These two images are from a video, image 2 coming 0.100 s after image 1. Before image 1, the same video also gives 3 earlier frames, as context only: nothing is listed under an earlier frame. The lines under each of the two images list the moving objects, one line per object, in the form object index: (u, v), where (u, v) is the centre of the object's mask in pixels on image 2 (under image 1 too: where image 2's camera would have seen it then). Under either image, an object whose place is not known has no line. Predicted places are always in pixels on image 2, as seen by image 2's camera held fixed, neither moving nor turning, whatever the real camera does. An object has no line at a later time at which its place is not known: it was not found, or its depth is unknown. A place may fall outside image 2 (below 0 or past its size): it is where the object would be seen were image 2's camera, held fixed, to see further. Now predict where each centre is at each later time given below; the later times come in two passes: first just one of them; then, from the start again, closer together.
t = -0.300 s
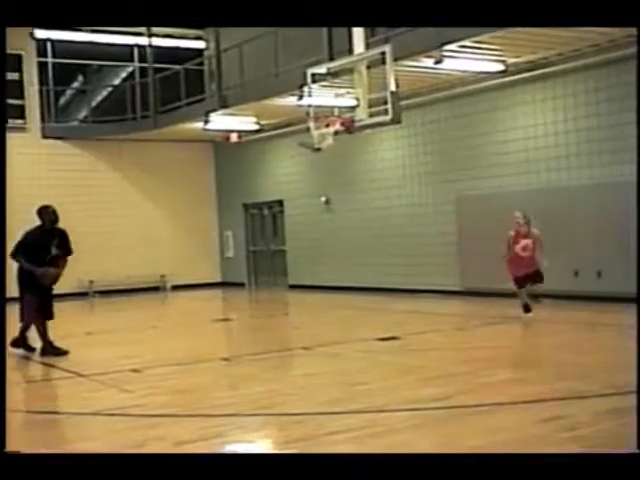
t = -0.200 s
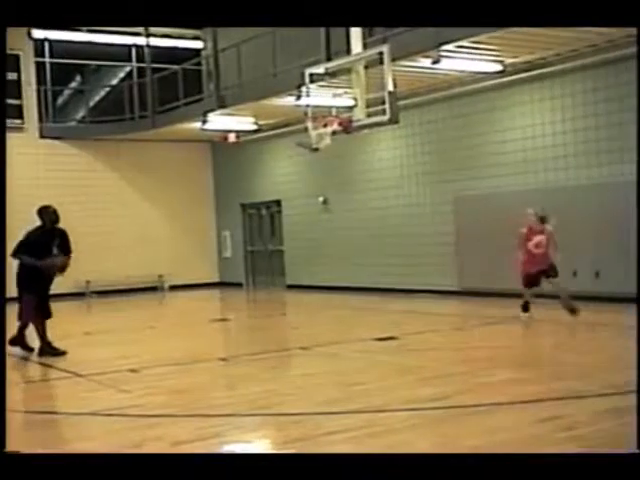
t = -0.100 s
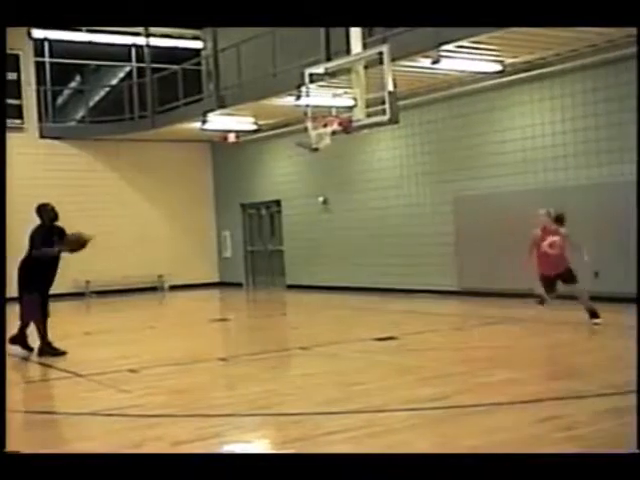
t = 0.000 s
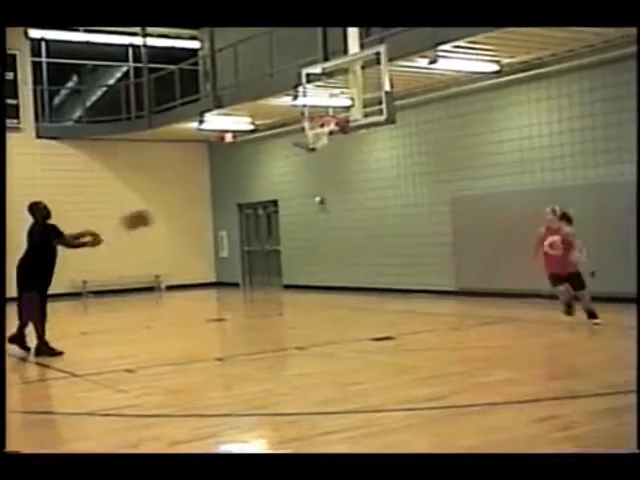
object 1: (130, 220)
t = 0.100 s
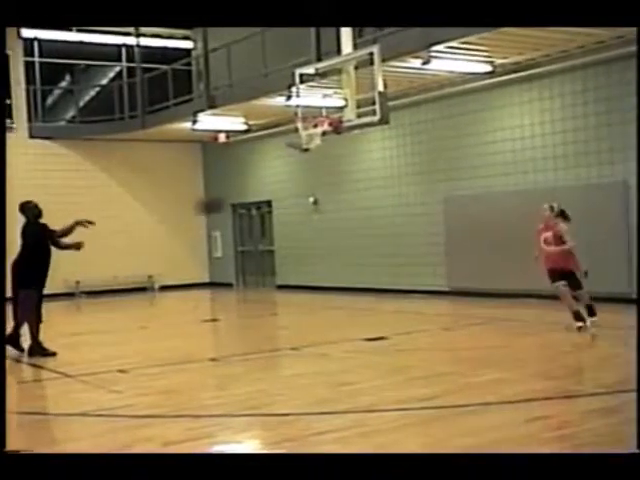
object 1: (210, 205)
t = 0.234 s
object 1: (321, 198)
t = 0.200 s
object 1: (293, 198)
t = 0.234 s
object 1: (321, 198)
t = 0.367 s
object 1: (432, 205)
